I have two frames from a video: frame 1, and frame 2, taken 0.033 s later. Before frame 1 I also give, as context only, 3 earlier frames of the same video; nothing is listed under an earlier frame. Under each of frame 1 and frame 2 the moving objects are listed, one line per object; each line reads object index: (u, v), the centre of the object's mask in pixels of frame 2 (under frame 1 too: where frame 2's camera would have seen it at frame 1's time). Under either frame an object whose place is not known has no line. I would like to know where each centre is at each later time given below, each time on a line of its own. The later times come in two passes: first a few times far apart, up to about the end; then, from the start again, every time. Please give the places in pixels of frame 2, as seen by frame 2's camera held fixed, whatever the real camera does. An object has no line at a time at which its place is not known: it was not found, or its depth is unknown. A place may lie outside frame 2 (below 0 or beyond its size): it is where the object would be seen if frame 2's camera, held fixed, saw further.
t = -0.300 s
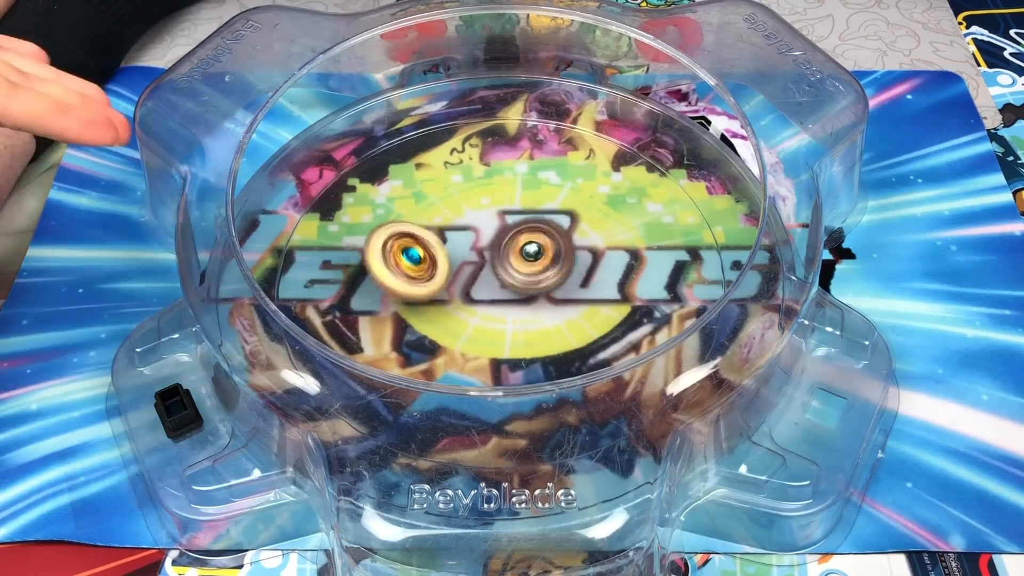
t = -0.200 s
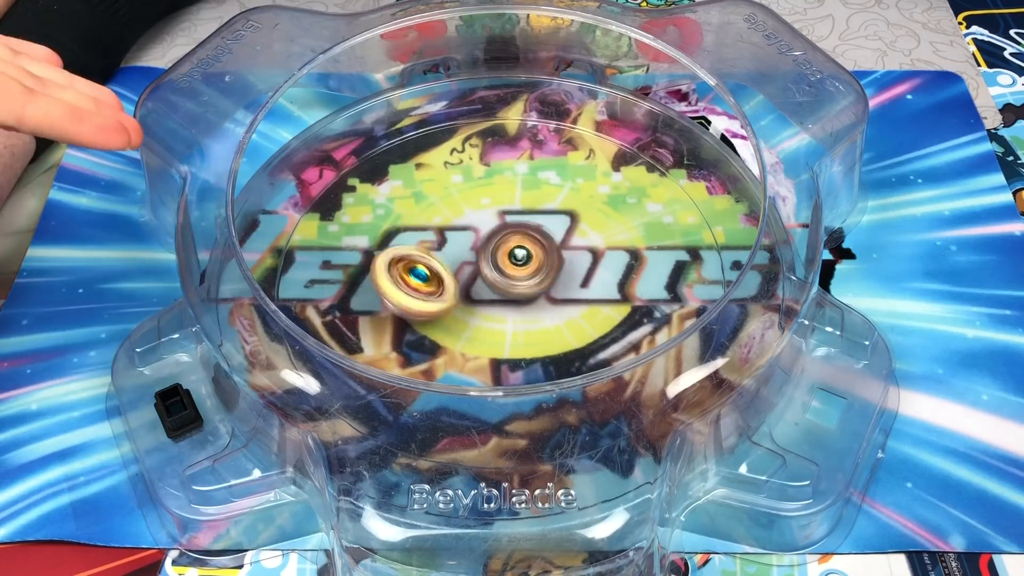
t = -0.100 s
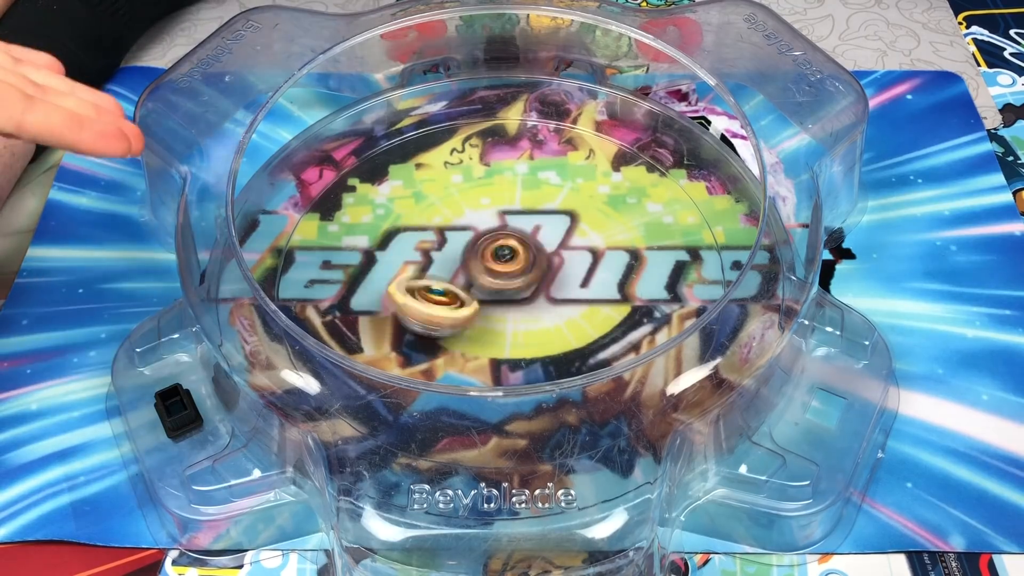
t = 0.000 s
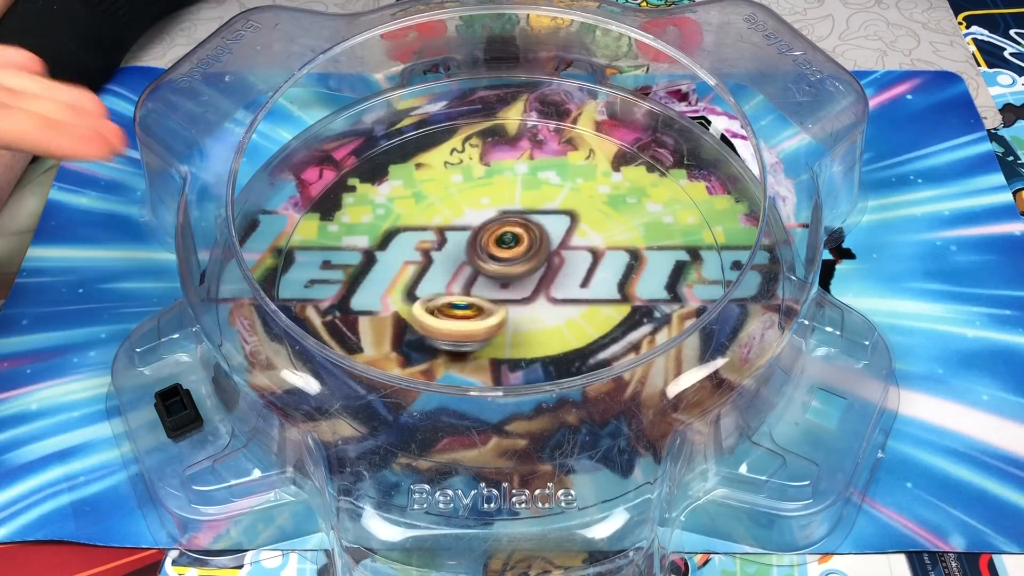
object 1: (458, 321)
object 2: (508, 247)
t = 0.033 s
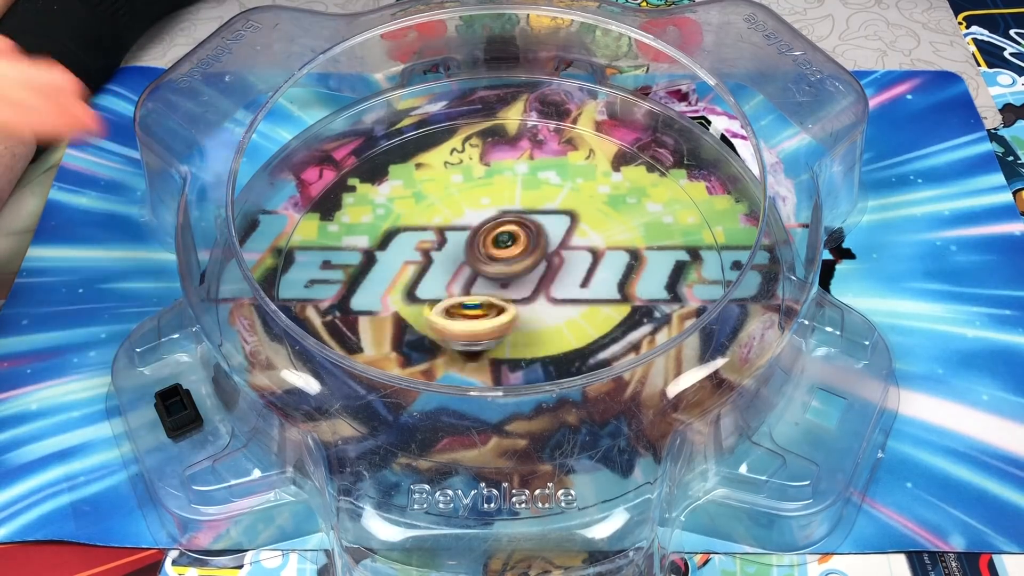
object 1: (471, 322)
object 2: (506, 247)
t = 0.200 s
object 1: (529, 307)
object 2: (498, 239)
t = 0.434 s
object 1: (544, 252)
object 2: (456, 231)
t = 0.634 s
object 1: (508, 225)
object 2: (425, 266)
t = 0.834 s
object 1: (461, 240)
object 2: (448, 315)
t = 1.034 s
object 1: (452, 261)
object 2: (514, 331)
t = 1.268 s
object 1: (472, 289)
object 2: (544, 261)
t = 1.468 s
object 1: (486, 294)
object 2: (520, 187)
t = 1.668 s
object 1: (493, 278)
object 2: (477, 178)
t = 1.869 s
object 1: (480, 265)
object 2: (443, 205)
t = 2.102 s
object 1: (460, 278)
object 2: (430, 219)
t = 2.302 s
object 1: (480, 274)
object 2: (453, 216)
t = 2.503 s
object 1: (491, 262)
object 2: (452, 214)
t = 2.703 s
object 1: (485, 256)
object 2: (432, 223)
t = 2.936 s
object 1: (488, 264)
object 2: (438, 224)
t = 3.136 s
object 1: (505, 267)
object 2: (443, 227)
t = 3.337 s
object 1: (516, 259)
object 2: (444, 227)
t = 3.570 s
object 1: (509, 252)
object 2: (442, 226)
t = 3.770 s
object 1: (502, 261)
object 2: (441, 225)
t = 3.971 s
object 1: (503, 273)
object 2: (444, 227)
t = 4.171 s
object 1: (517, 276)
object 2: (445, 228)
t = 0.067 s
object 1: (485, 320)
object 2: (504, 248)
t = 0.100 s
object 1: (497, 320)
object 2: (504, 245)
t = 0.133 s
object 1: (508, 317)
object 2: (504, 242)
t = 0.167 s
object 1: (520, 311)
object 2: (503, 240)
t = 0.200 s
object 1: (529, 307)
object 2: (498, 239)
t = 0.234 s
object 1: (539, 300)
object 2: (491, 237)
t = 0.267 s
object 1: (547, 294)
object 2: (486, 232)
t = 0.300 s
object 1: (551, 286)
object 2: (479, 231)
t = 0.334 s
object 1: (552, 278)
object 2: (472, 229)
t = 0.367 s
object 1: (551, 268)
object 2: (466, 230)
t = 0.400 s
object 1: (549, 260)
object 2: (461, 229)
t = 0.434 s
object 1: (544, 252)
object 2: (456, 231)
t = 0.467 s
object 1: (539, 245)
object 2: (453, 234)
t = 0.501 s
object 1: (534, 240)
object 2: (447, 238)
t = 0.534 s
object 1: (531, 234)
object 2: (440, 246)
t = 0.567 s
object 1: (525, 229)
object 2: (435, 250)
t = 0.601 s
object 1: (517, 227)
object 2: (429, 258)
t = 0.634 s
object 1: (508, 225)
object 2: (425, 266)
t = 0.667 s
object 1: (499, 225)
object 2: (425, 275)
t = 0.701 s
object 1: (490, 226)
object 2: (427, 283)
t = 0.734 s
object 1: (481, 229)
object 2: (429, 292)
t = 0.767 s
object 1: (473, 233)
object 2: (433, 299)
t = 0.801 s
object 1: (467, 237)
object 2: (440, 307)
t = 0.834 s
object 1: (461, 240)
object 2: (448, 315)
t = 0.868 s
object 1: (456, 243)
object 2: (458, 321)
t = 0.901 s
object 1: (453, 248)
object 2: (469, 326)
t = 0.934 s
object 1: (452, 255)
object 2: (480, 329)
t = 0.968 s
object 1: (455, 254)
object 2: (489, 329)
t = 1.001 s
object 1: (455, 258)
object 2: (501, 328)
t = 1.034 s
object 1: (452, 261)
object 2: (514, 331)
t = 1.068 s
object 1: (451, 262)
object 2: (527, 324)
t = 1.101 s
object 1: (453, 265)
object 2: (536, 321)
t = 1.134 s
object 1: (458, 270)
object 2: (539, 312)
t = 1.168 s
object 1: (465, 272)
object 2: (541, 305)
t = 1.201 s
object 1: (469, 273)
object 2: (542, 297)
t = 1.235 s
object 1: (471, 280)
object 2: (543, 282)
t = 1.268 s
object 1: (472, 289)
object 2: (544, 261)
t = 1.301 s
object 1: (474, 293)
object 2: (547, 241)
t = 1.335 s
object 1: (477, 295)
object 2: (545, 227)
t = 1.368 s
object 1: (480, 294)
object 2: (542, 215)
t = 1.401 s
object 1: (480, 295)
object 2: (535, 202)
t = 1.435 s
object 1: (481, 295)
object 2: (527, 194)
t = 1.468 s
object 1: (486, 294)
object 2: (520, 187)
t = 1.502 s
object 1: (489, 291)
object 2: (510, 180)
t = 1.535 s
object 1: (493, 288)
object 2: (503, 178)
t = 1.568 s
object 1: (494, 286)
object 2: (495, 180)
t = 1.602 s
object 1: (495, 283)
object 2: (489, 176)
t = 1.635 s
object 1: (494, 281)
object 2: (482, 178)
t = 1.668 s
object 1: (493, 278)
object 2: (477, 178)
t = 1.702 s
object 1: (492, 275)
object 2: (471, 182)
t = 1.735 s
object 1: (491, 271)
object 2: (466, 186)
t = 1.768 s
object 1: (488, 269)
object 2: (461, 190)
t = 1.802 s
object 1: (486, 267)
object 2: (456, 194)
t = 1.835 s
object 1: (482, 266)
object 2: (450, 199)
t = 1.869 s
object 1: (480, 265)
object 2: (443, 205)
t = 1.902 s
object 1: (477, 264)
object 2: (439, 208)
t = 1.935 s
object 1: (470, 270)
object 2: (433, 212)
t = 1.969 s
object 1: (467, 270)
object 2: (429, 214)
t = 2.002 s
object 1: (465, 271)
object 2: (427, 216)
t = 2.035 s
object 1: (463, 272)
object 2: (427, 217)
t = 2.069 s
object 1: (462, 275)
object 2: (428, 218)
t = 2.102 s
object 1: (460, 278)
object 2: (430, 219)
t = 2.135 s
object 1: (460, 279)
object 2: (433, 219)
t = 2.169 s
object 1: (463, 280)
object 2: (437, 219)
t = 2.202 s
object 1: (466, 281)
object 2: (442, 219)
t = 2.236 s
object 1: (469, 281)
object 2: (446, 218)
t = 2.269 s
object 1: (474, 282)
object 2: (450, 217)
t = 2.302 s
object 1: (480, 274)
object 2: (453, 216)
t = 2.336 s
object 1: (483, 273)
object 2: (454, 215)
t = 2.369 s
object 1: (485, 271)
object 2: (455, 214)
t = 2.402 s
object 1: (484, 277)
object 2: (455, 213)
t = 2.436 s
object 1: (486, 275)
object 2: (454, 213)
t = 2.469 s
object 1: (488, 272)
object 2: (453, 214)
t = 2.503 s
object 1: (491, 262)
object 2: (452, 214)
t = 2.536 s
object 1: (491, 259)
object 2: (449, 215)
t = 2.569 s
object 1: (488, 264)
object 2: (446, 217)
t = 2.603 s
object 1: (486, 262)
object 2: (443, 218)
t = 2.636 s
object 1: (486, 259)
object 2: (438, 220)
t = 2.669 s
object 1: (484, 257)
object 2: (434, 222)
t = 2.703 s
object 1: (485, 256)
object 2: (432, 223)
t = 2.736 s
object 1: (486, 255)
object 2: (433, 222)
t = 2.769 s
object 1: (483, 255)
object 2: (436, 220)
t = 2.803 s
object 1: (483, 258)
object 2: (437, 220)
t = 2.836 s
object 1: (485, 261)
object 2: (438, 221)
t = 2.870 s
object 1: (486, 264)
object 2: (438, 222)
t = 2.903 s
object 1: (487, 264)
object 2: (437, 223)
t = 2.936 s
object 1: (488, 264)
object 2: (438, 224)
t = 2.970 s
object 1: (491, 266)
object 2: (440, 224)
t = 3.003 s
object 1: (495, 268)
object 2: (442, 224)
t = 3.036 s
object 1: (497, 269)
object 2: (442, 225)
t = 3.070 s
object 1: (499, 268)
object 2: (442, 226)
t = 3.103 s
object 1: (502, 268)
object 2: (442, 227)
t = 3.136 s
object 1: (505, 267)
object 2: (443, 227)
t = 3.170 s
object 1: (507, 268)
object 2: (444, 227)
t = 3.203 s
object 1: (509, 266)
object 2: (444, 227)
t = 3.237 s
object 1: (511, 264)
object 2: (444, 227)
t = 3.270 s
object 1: (514, 261)
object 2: (444, 228)
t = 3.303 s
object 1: (516, 260)
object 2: (444, 228)
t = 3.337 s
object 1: (516, 259)
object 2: (444, 227)
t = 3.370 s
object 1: (516, 258)
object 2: (444, 228)
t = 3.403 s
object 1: (515, 255)
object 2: (444, 227)
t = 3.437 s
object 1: (516, 254)
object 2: (444, 227)
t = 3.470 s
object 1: (515, 253)
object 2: (443, 227)
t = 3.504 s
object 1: (512, 254)
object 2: (443, 227)
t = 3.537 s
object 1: (511, 252)
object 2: (442, 227)
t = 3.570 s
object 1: (509, 252)
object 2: (442, 226)
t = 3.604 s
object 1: (508, 253)
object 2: (441, 226)
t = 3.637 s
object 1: (506, 254)
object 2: (441, 226)
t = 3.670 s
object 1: (503, 256)
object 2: (441, 225)
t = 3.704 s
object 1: (502, 256)
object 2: (441, 225)
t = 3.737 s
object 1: (502, 258)
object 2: (441, 224)
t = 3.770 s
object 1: (502, 261)
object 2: (441, 225)
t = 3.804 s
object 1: (501, 263)
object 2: (441, 225)
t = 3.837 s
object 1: (499, 265)
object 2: (442, 225)
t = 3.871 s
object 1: (501, 267)
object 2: (442, 225)
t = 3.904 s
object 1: (502, 269)
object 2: (443, 226)
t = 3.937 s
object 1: (503, 272)
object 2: (444, 226)
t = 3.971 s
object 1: (503, 273)
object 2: (444, 227)
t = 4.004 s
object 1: (505, 273)
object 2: (444, 227)
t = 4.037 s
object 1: (508, 275)
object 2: (445, 228)
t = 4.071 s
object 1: (510, 276)
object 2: (445, 228)
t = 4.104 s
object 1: (511, 277)
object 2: (445, 228)
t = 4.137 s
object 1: (515, 276)
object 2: (445, 228)
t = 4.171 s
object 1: (517, 276)
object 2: (445, 228)
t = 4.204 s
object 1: (519, 275)
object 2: (445, 228)
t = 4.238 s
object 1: (520, 275)
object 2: (445, 228)
